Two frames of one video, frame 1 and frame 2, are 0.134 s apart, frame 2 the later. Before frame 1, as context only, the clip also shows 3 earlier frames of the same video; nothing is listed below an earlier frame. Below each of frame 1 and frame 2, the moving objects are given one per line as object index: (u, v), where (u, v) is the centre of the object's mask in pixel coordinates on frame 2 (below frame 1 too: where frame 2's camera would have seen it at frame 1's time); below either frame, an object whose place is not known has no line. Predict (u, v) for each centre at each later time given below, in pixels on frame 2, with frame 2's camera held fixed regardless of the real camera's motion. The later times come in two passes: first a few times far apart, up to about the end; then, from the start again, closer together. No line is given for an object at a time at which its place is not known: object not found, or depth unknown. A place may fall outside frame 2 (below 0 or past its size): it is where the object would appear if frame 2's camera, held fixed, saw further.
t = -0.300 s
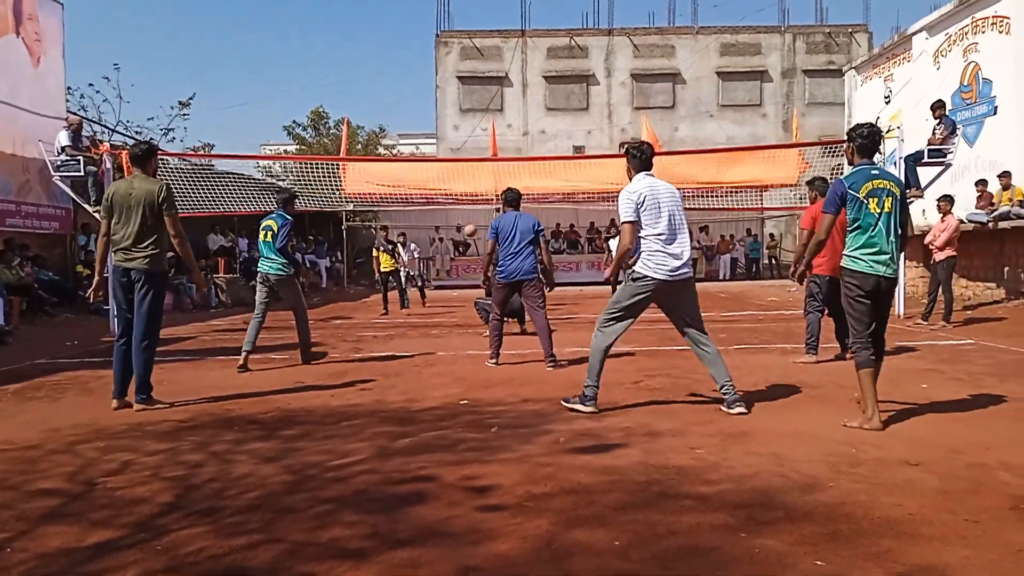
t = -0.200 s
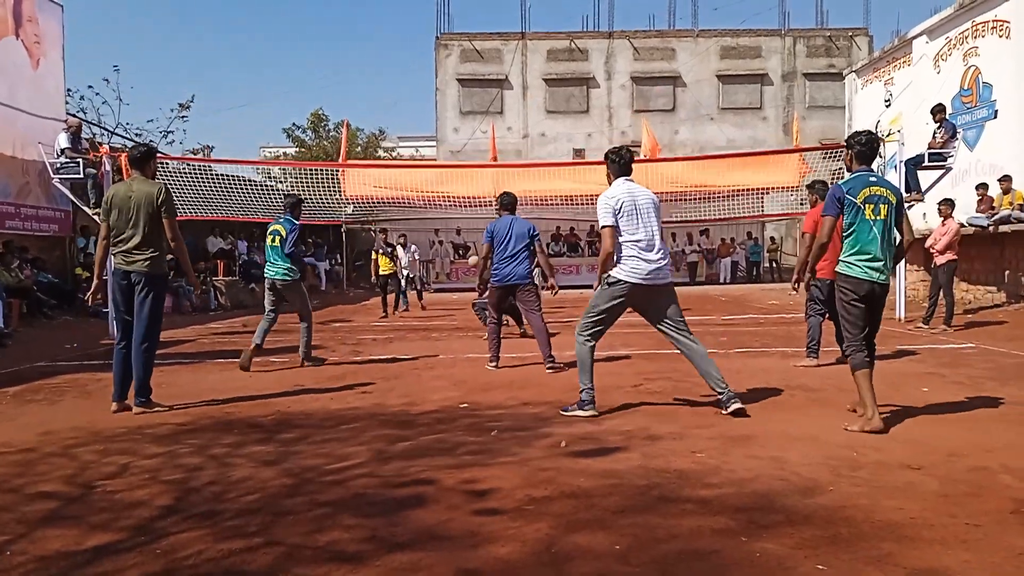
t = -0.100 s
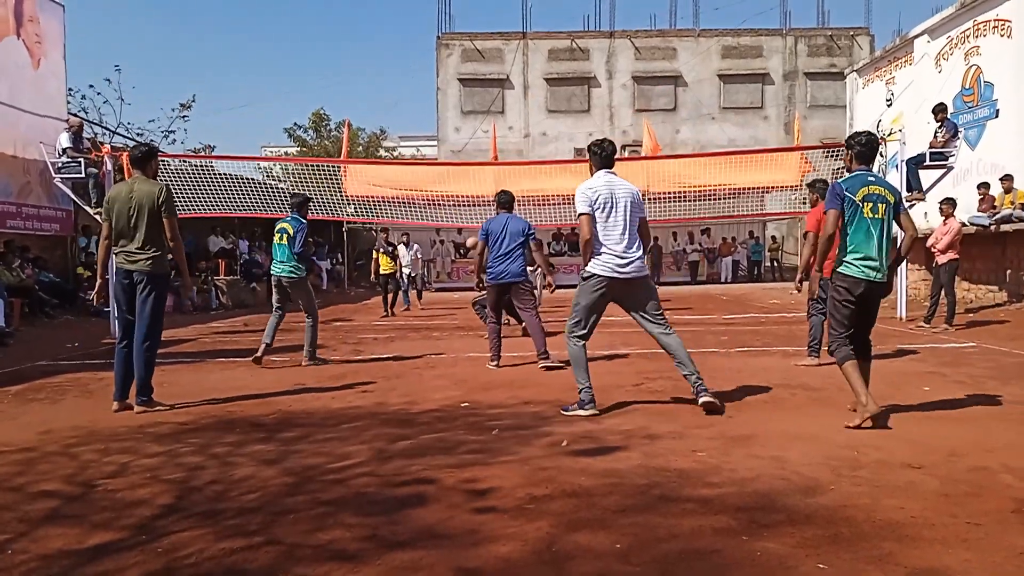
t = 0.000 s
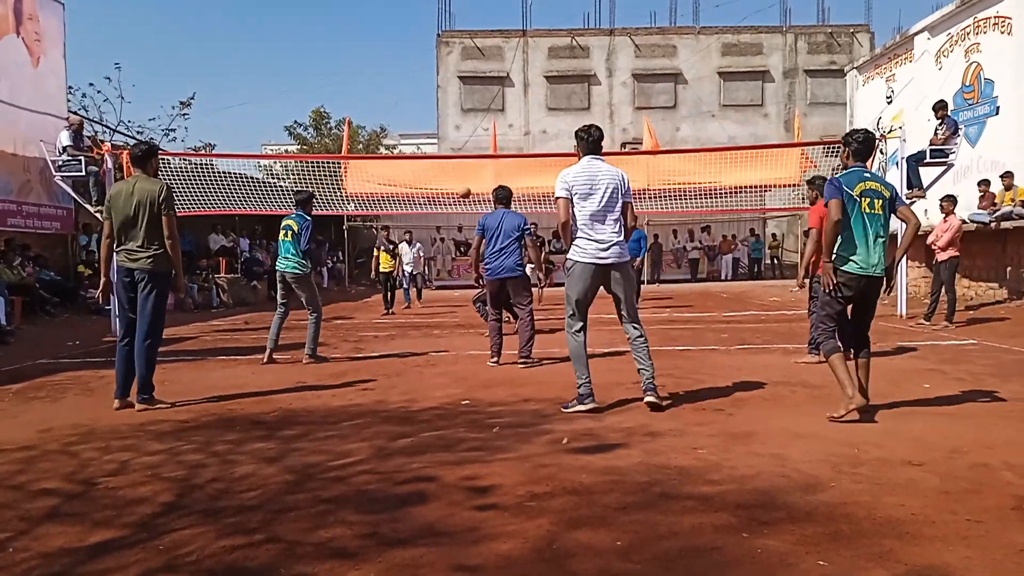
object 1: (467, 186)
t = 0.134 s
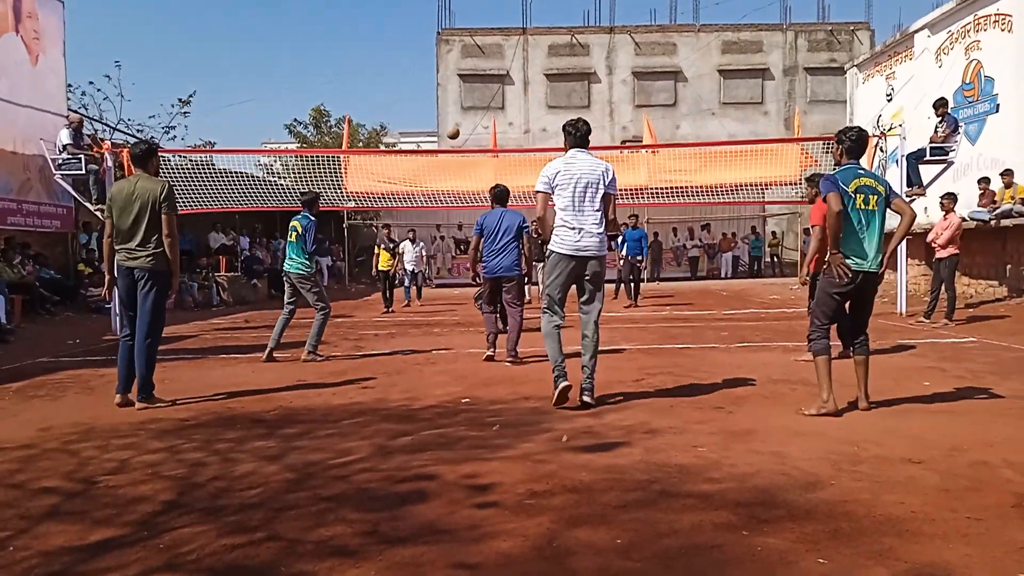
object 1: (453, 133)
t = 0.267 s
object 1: (443, 86)
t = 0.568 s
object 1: (416, 15)
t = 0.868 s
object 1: (384, 28)
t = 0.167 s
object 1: (450, 117)
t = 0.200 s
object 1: (447, 106)
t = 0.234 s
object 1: (446, 98)
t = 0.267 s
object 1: (443, 86)
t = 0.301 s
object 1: (439, 69)
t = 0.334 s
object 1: (437, 59)
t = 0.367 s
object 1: (432, 52)
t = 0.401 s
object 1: (432, 46)
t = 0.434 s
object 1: (427, 39)
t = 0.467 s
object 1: (428, 33)
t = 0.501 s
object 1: (423, 25)
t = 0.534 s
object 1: (420, 20)
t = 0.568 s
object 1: (416, 15)
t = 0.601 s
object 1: (414, 14)
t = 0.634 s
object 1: (409, 11)
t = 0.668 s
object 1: (406, 12)
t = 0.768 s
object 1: (395, 15)
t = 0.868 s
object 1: (384, 28)
